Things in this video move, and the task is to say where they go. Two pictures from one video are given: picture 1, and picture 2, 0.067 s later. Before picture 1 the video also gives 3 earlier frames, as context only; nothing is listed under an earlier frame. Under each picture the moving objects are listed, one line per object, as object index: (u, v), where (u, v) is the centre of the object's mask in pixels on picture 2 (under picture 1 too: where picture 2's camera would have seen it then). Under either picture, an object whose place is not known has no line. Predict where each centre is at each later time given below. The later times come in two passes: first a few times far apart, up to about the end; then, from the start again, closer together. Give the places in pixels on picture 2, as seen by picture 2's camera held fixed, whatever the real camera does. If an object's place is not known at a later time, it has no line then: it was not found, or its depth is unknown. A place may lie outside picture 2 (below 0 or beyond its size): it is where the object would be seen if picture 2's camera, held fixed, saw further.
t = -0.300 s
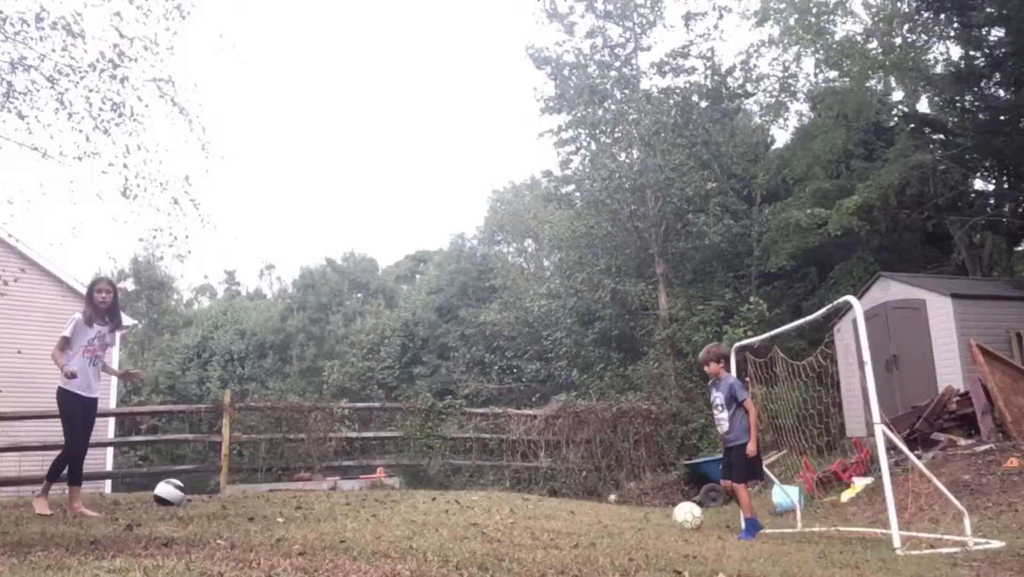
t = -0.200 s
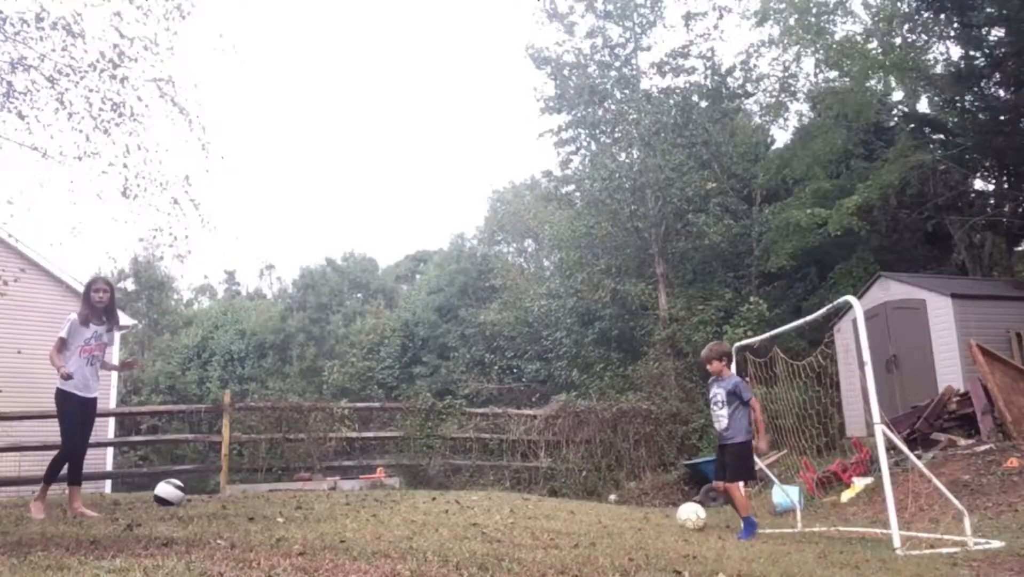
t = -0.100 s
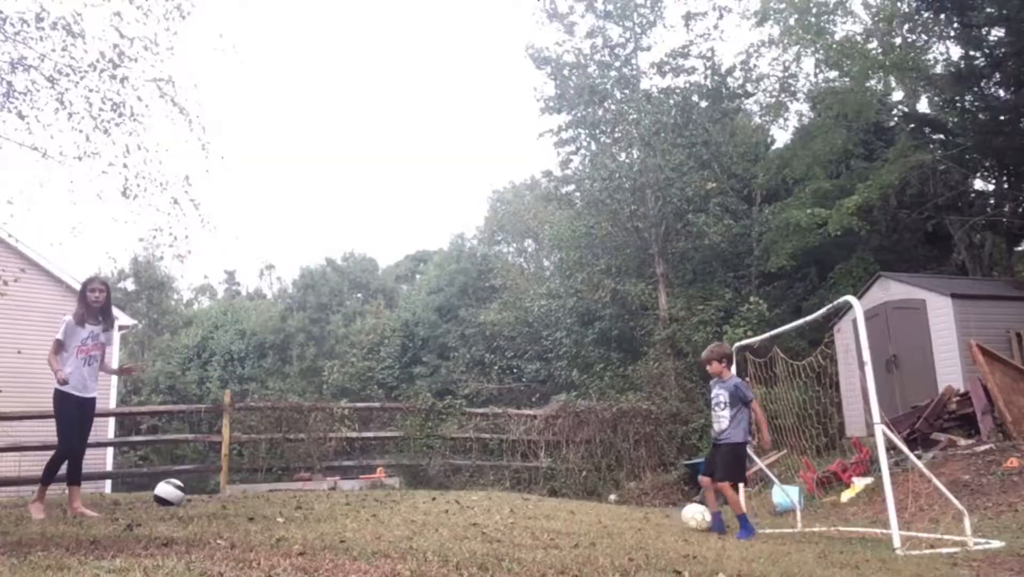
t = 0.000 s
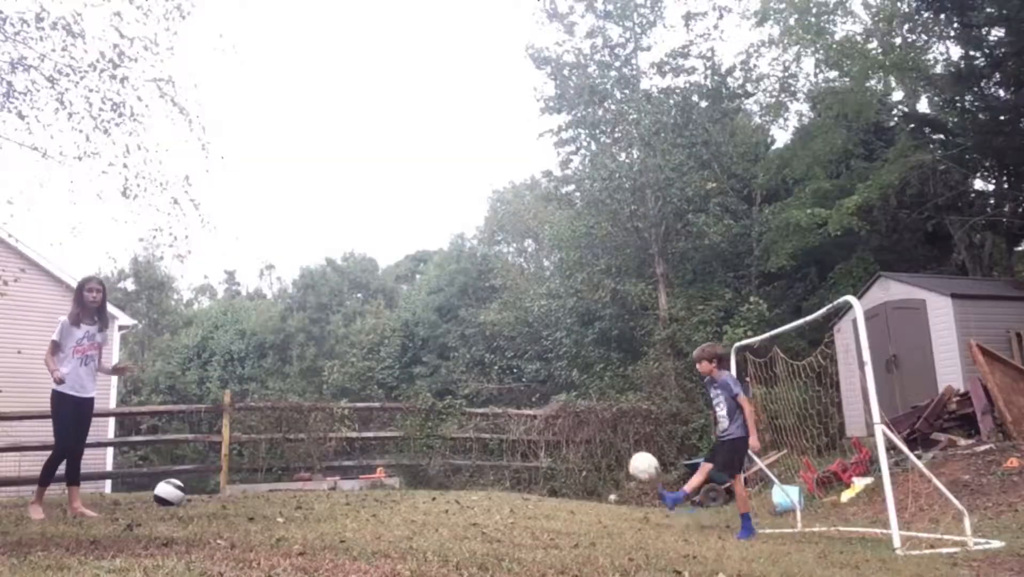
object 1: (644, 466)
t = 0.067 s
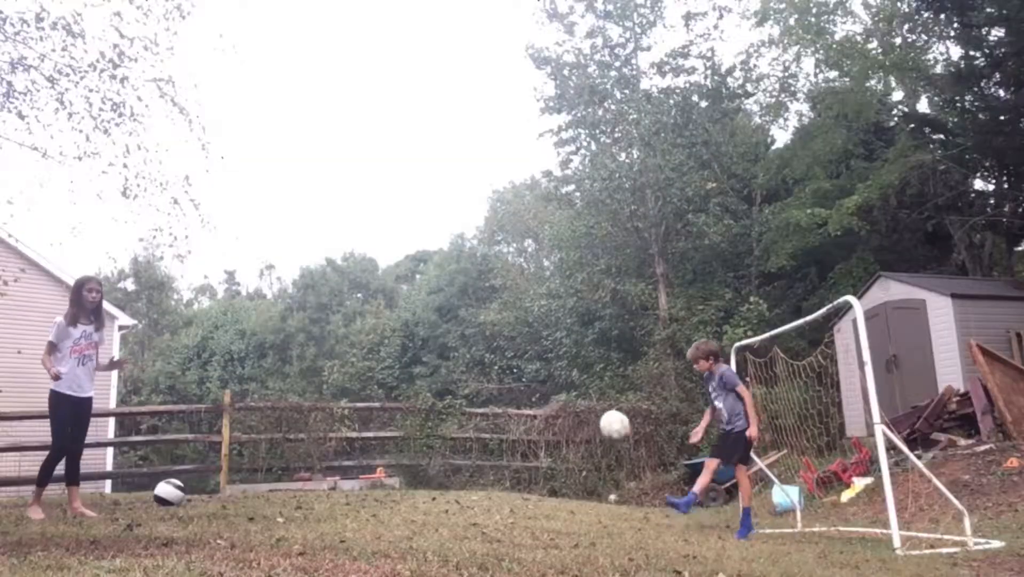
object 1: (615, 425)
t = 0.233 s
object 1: (546, 352)
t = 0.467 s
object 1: (454, 315)
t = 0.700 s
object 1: (364, 357)
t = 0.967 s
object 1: (257, 496)
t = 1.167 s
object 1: (217, 422)
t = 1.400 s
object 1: (175, 428)
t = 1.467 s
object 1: (163, 446)
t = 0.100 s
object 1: (600, 406)
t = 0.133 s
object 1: (587, 390)
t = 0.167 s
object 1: (573, 376)
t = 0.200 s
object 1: (560, 363)
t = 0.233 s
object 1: (546, 352)
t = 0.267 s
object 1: (533, 342)
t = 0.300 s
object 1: (519, 333)
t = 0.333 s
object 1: (506, 327)
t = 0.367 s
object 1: (494, 321)
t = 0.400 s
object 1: (480, 317)
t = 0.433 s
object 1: (468, 316)
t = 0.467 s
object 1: (454, 315)
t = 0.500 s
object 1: (442, 317)
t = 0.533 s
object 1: (429, 321)
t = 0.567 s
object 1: (416, 325)
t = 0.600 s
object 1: (403, 329)
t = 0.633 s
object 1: (391, 338)
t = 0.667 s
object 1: (377, 346)
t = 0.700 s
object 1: (364, 357)
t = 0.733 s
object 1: (351, 369)
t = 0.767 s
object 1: (337, 384)
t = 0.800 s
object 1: (325, 396)
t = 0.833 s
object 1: (311, 417)
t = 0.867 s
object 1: (298, 435)
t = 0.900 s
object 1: (283, 457)
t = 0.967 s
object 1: (257, 496)
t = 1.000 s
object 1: (252, 483)
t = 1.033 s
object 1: (246, 468)
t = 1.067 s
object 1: (242, 452)
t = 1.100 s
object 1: (234, 443)
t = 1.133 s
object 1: (228, 434)
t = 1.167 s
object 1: (217, 422)
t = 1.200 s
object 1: (211, 418)
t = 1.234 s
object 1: (205, 416)
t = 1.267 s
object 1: (199, 414)
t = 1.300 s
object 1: (194, 415)
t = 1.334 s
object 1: (188, 419)
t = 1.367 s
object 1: (181, 424)
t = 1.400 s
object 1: (175, 428)
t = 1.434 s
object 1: (169, 436)
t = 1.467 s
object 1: (163, 446)
